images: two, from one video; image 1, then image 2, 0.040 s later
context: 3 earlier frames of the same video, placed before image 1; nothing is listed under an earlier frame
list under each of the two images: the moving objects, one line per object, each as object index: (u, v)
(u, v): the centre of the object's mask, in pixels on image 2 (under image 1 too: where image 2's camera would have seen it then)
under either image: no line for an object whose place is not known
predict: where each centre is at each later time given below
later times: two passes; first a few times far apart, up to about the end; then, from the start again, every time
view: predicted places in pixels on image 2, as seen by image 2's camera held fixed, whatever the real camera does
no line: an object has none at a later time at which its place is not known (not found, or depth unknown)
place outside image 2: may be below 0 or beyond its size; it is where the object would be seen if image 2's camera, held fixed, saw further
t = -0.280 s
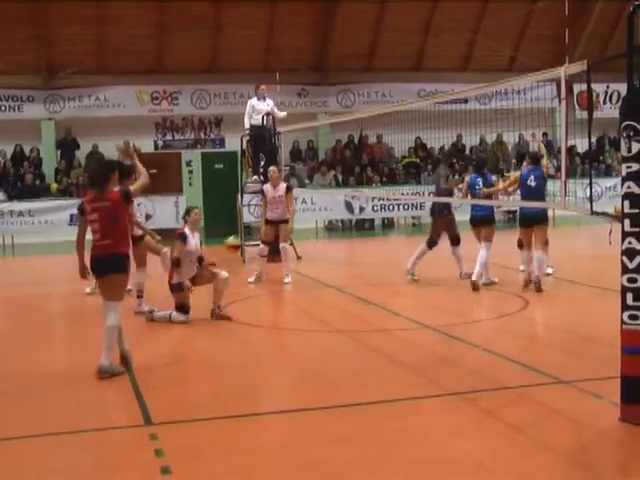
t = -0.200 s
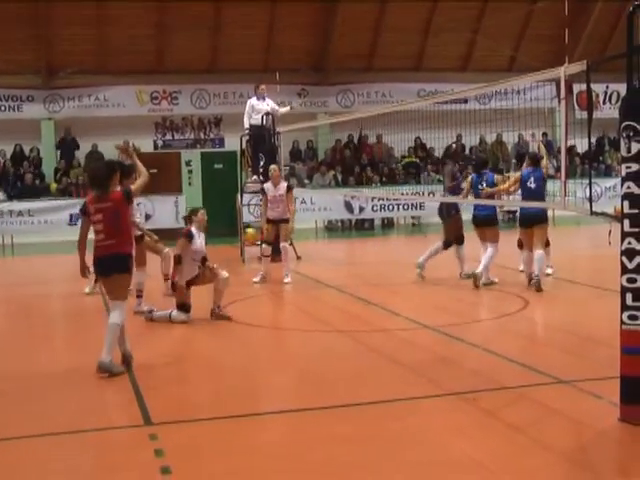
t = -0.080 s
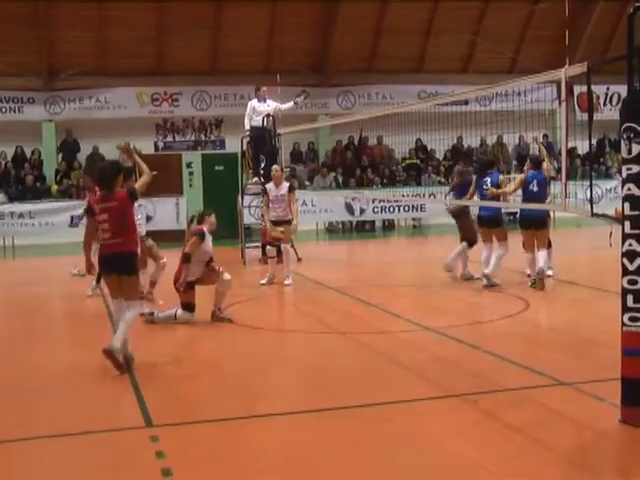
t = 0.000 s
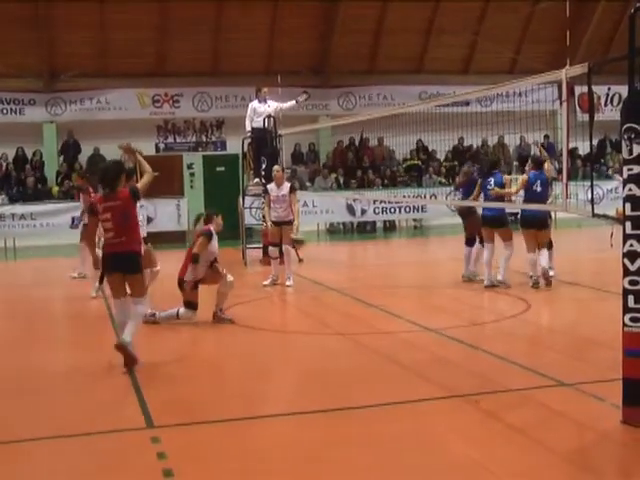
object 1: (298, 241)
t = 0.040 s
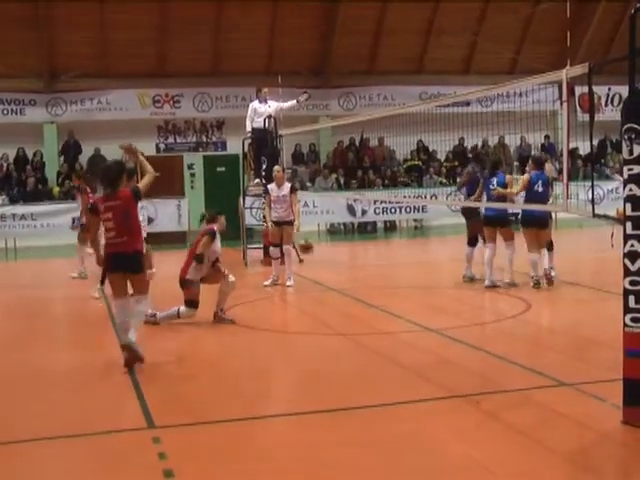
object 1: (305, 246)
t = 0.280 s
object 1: (354, 281)
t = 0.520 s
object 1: (376, 251)
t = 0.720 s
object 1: (396, 256)
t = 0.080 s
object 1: (314, 252)
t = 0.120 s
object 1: (322, 258)
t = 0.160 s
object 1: (332, 267)
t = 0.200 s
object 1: (340, 275)
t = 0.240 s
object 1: (347, 283)
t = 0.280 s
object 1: (354, 281)
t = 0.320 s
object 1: (357, 273)
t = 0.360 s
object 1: (360, 266)
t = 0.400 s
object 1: (364, 261)
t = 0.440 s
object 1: (369, 257)
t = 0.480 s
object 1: (371, 254)
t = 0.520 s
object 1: (376, 251)
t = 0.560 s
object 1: (380, 249)
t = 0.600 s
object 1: (384, 249)
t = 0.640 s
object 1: (388, 251)
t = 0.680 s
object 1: (392, 253)
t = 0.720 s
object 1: (396, 256)
